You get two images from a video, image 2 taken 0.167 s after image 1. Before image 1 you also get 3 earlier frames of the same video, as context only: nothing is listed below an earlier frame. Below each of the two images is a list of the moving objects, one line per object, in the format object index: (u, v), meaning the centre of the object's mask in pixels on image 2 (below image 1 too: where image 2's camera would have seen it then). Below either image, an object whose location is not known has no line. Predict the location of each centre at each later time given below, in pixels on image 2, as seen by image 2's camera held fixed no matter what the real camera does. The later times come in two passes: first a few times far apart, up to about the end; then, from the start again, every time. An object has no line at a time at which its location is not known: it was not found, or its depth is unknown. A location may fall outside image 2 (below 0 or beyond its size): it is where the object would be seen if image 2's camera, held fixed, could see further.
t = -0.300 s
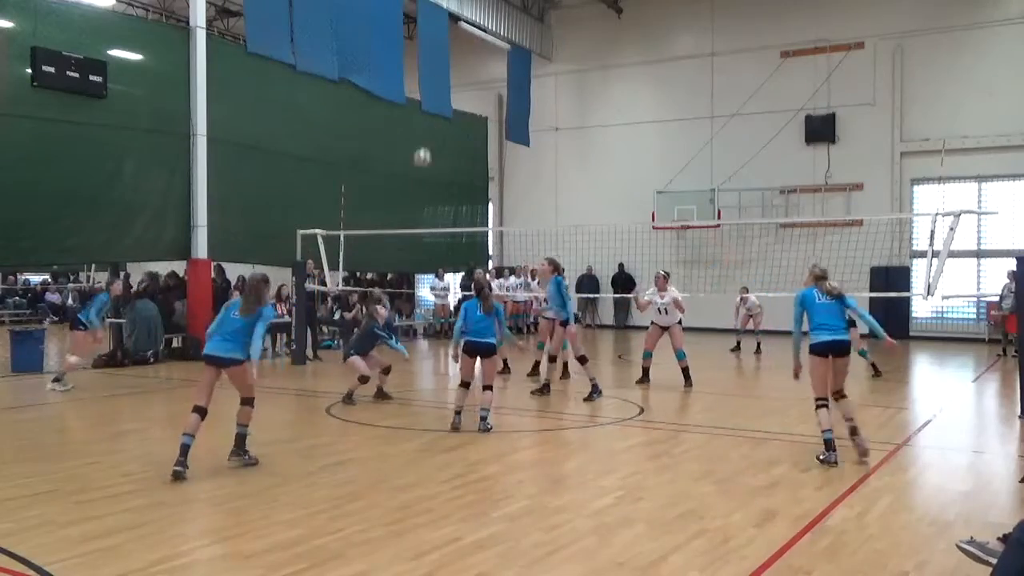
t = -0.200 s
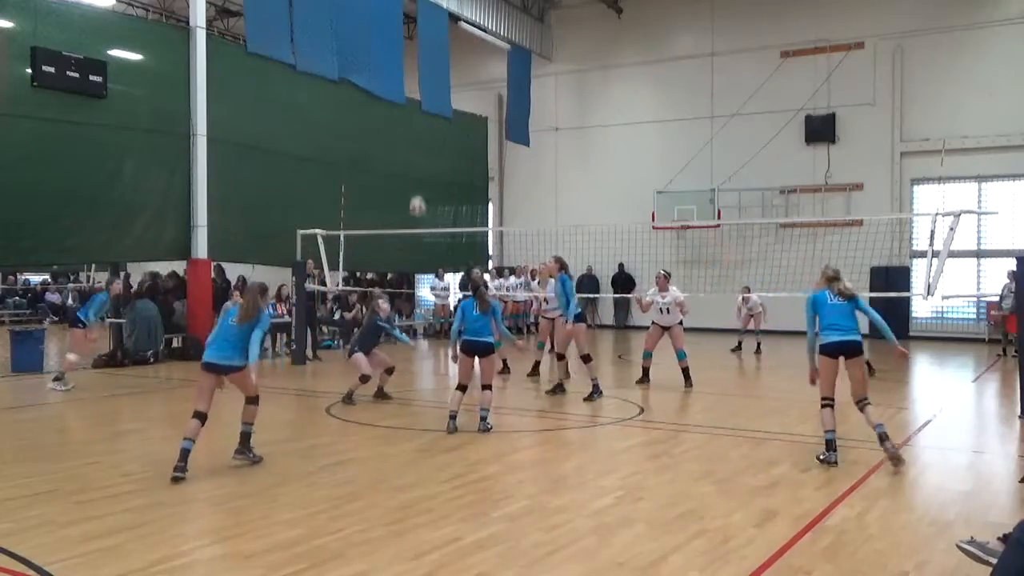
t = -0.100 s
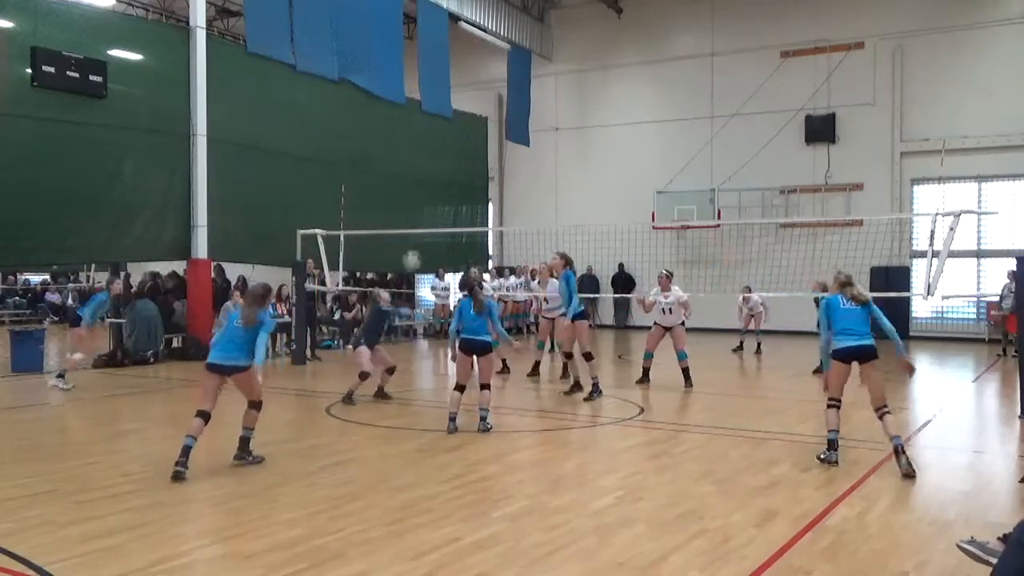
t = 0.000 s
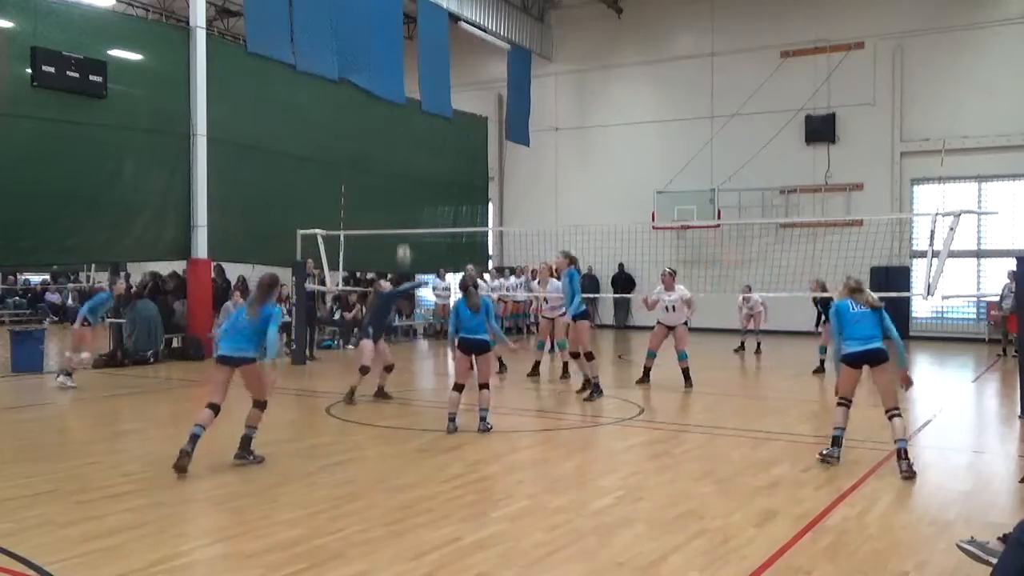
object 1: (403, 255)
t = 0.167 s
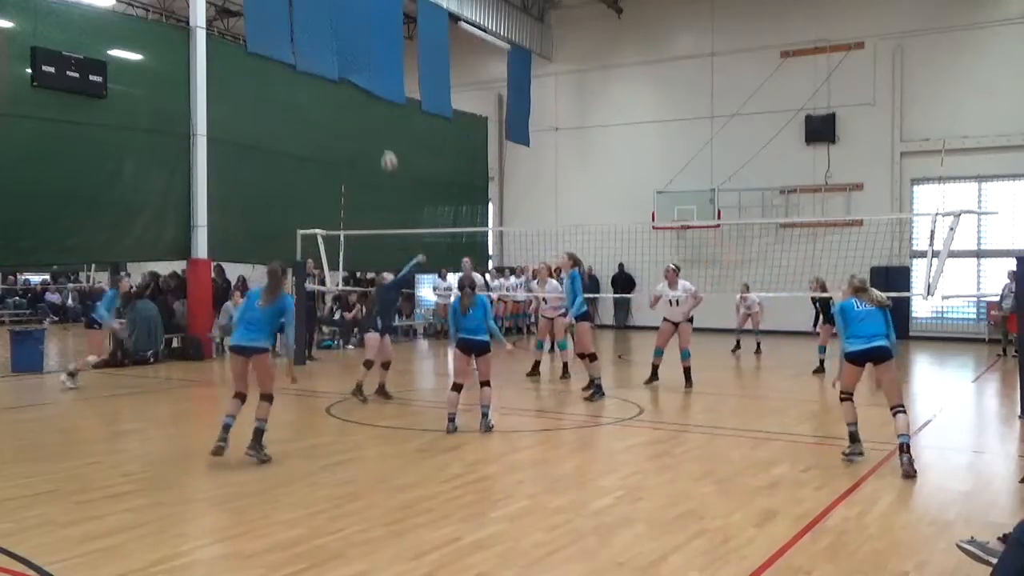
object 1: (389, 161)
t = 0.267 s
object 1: (381, 117)
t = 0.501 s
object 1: (363, 51)
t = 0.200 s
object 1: (386, 144)
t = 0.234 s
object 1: (384, 131)
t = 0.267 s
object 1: (381, 117)
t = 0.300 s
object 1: (379, 105)
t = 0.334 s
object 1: (376, 92)
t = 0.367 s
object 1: (373, 81)
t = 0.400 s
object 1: (370, 72)
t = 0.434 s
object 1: (368, 65)
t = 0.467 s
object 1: (365, 58)
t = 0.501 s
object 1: (363, 51)
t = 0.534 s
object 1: (361, 46)
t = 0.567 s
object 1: (358, 42)
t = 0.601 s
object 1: (356, 38)
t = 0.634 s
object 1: (353, 34)
